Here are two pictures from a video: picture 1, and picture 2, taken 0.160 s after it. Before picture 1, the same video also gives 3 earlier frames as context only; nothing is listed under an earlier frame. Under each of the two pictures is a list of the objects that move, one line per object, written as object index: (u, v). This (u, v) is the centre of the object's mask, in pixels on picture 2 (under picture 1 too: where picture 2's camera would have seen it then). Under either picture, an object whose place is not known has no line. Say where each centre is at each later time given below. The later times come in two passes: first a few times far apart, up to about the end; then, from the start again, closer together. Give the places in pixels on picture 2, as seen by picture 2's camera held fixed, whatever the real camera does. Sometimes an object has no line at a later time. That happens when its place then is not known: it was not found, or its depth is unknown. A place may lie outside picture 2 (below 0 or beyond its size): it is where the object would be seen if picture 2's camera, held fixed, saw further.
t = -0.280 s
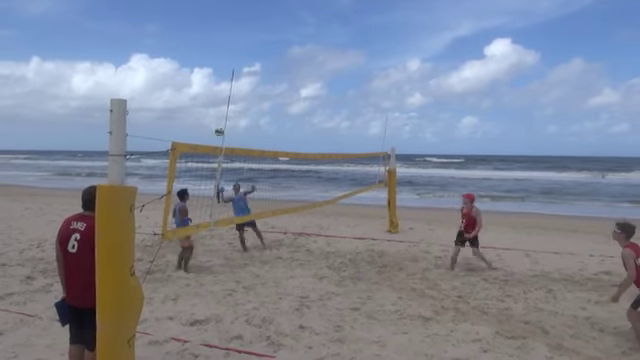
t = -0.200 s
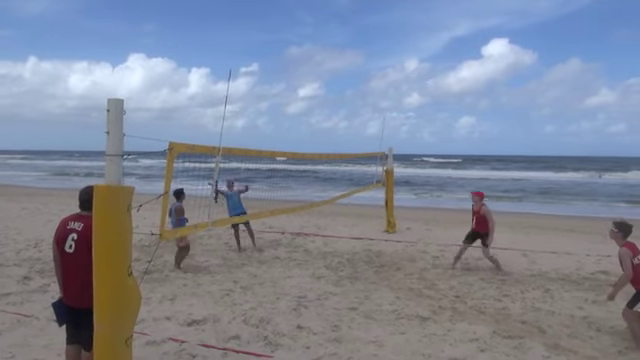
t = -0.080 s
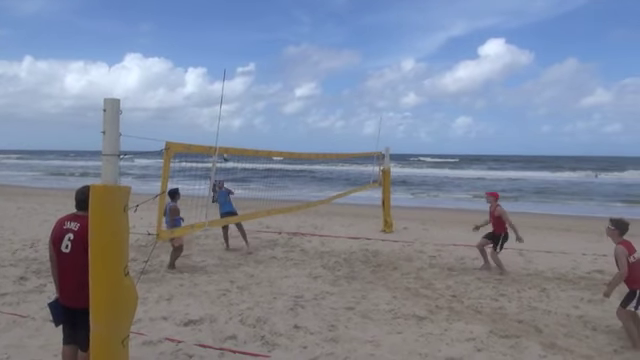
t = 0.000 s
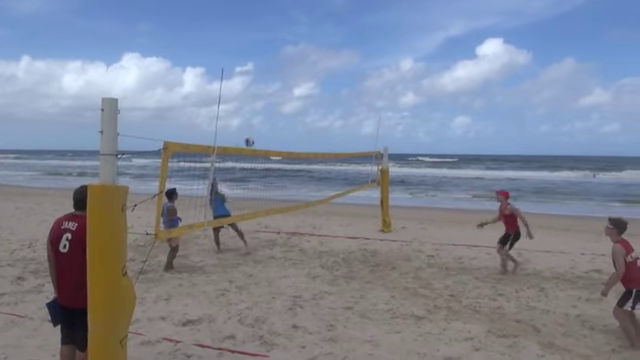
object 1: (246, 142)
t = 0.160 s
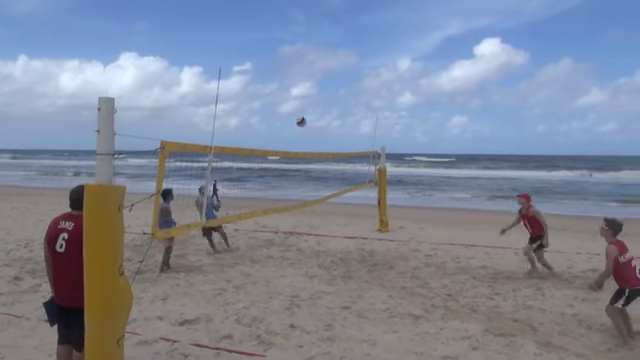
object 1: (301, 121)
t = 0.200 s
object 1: (315, 119)
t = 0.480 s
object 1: (433, 126)
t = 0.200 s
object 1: (315, 119)
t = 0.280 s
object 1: (347, 115)
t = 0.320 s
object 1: (363, 115)
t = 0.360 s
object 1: (380, 116)
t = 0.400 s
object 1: (397, 118)
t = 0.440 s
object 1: (415, 121)
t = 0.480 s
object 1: (433, 126)
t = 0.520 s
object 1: (451, 132)
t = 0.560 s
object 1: (470, 140)
